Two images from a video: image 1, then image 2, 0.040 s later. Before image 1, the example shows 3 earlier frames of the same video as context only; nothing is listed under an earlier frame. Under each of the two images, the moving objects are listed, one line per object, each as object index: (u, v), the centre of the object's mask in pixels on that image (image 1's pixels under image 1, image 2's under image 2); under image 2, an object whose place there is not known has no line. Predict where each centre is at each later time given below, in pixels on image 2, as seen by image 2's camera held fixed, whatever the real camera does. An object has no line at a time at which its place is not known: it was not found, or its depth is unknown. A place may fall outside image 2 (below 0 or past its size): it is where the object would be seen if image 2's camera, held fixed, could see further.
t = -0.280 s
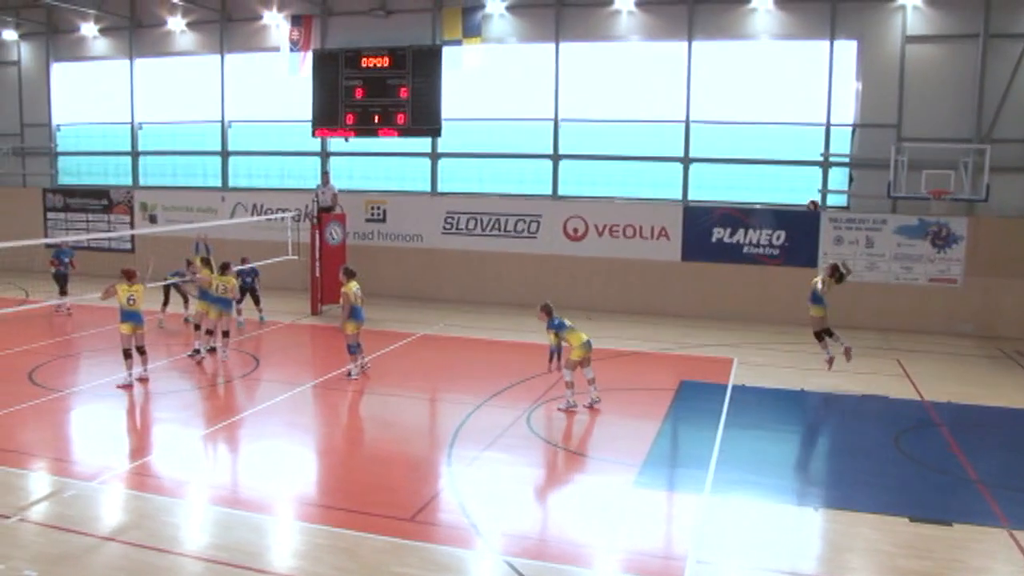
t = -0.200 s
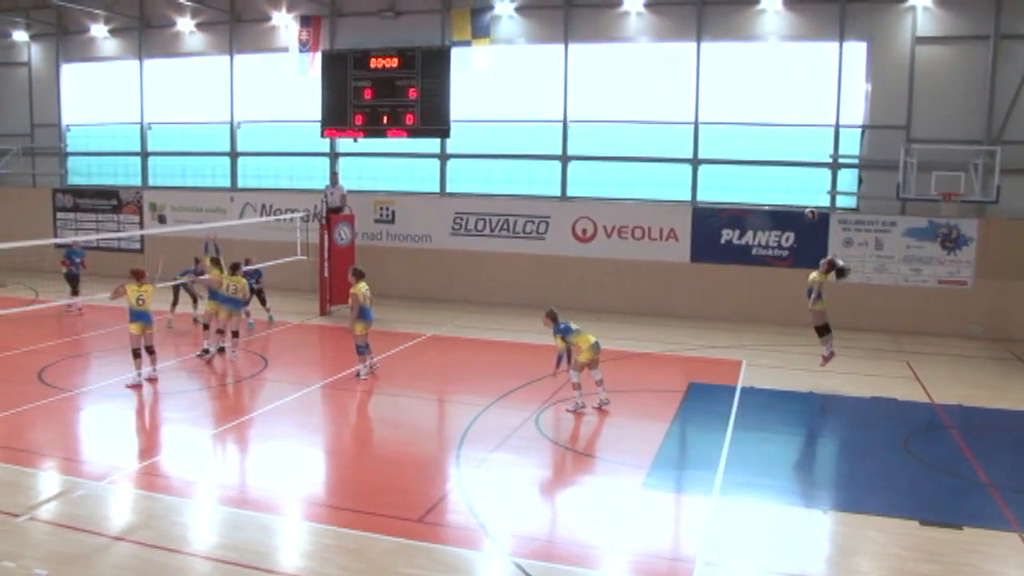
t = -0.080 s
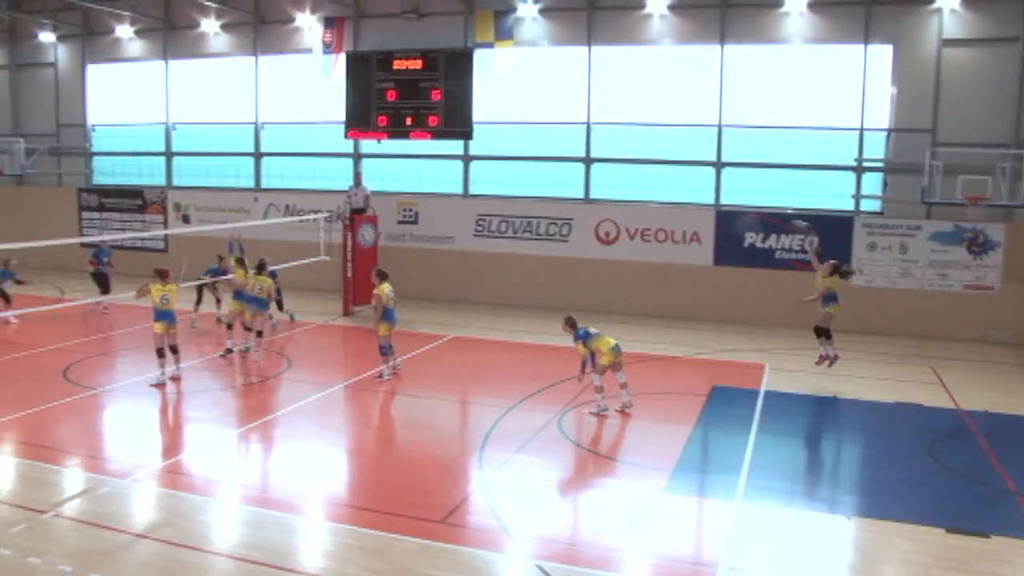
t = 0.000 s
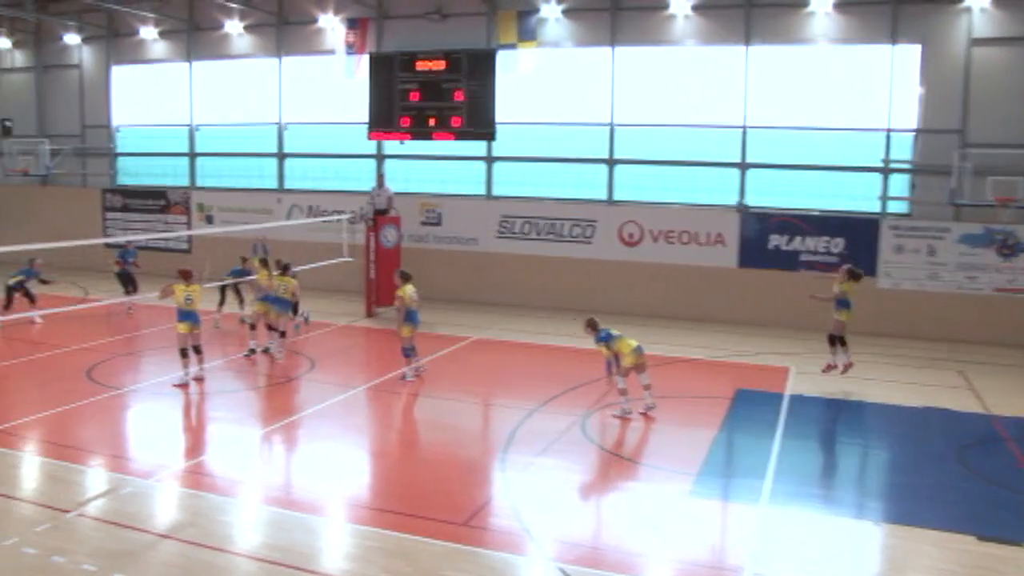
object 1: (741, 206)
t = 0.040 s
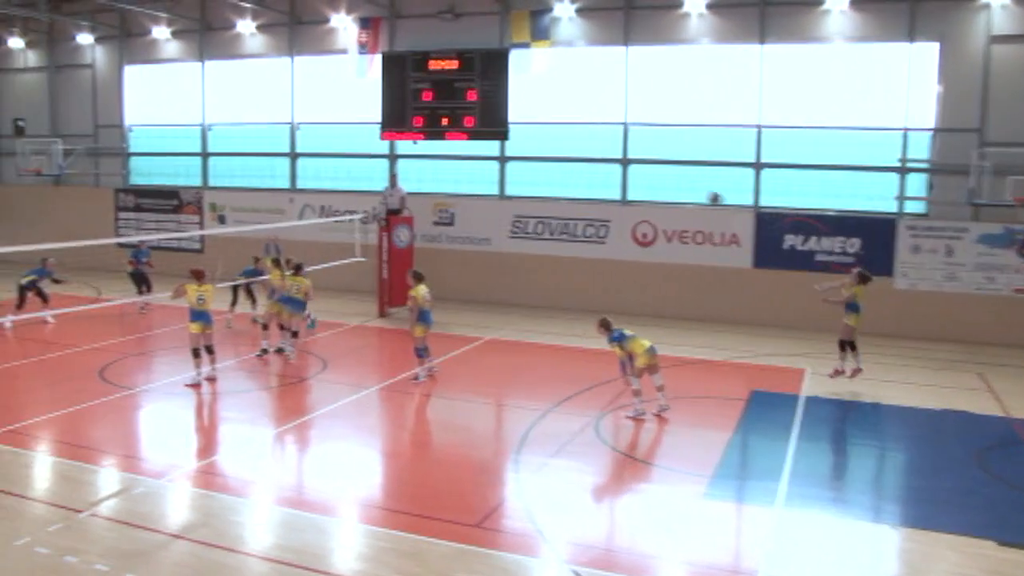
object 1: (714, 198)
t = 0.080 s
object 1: (674, 189)
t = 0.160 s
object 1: (596, 174)
